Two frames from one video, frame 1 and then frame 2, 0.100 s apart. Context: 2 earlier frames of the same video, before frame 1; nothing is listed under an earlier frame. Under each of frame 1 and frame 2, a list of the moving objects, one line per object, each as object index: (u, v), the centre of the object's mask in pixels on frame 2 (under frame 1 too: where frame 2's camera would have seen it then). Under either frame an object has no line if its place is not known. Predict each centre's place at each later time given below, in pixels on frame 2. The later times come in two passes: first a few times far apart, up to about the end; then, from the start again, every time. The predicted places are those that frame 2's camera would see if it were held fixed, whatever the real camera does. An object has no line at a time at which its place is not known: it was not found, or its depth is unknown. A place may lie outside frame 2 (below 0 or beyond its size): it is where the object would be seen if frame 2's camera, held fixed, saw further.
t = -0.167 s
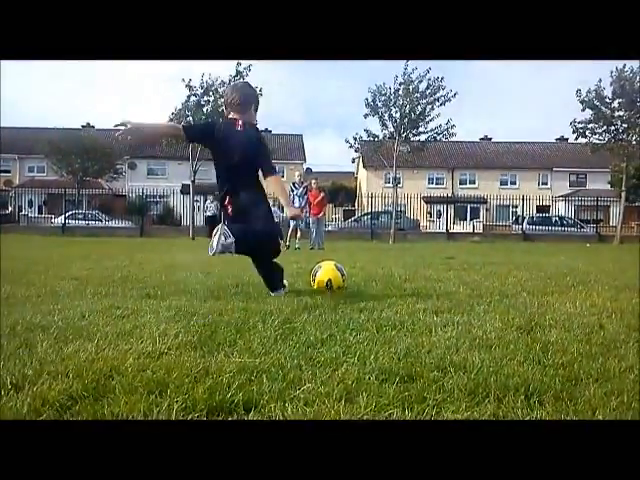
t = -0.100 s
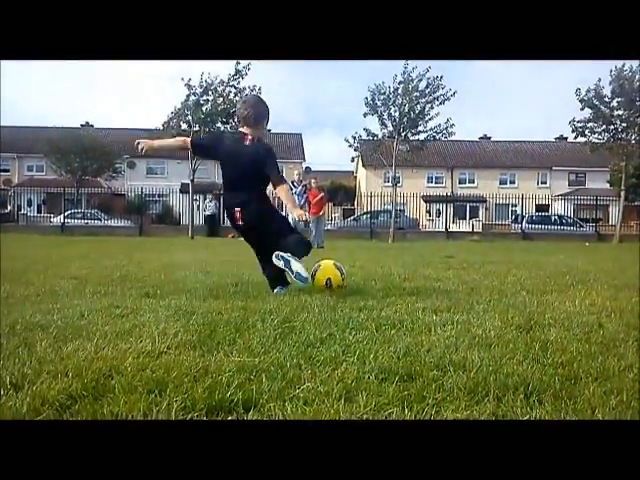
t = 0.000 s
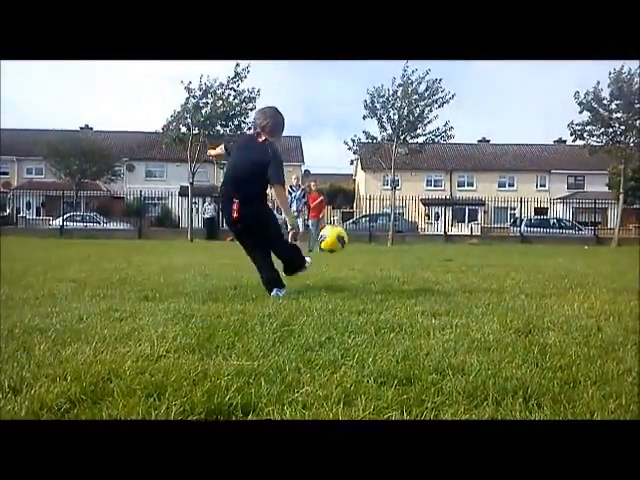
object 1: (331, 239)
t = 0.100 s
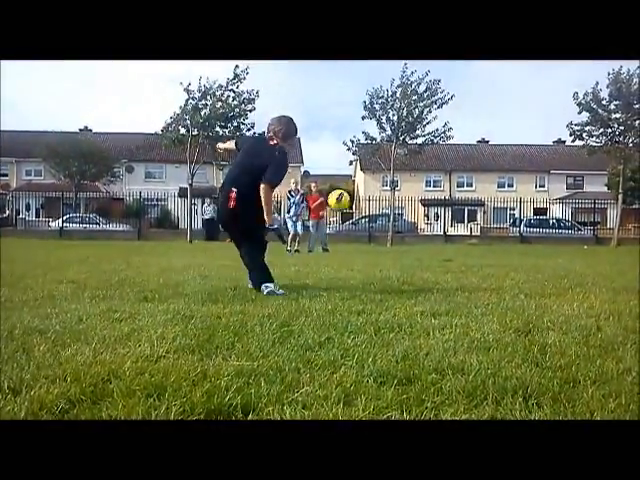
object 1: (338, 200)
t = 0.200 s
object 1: (341, 180)
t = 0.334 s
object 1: (344, 173)
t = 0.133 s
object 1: (339, 192)
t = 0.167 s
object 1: (341, 186)
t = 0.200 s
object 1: (341, 180)
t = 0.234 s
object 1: (343, 179)
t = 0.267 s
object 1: (344, 179)
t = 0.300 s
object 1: (343, 175)
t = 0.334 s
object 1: (344, 173)
